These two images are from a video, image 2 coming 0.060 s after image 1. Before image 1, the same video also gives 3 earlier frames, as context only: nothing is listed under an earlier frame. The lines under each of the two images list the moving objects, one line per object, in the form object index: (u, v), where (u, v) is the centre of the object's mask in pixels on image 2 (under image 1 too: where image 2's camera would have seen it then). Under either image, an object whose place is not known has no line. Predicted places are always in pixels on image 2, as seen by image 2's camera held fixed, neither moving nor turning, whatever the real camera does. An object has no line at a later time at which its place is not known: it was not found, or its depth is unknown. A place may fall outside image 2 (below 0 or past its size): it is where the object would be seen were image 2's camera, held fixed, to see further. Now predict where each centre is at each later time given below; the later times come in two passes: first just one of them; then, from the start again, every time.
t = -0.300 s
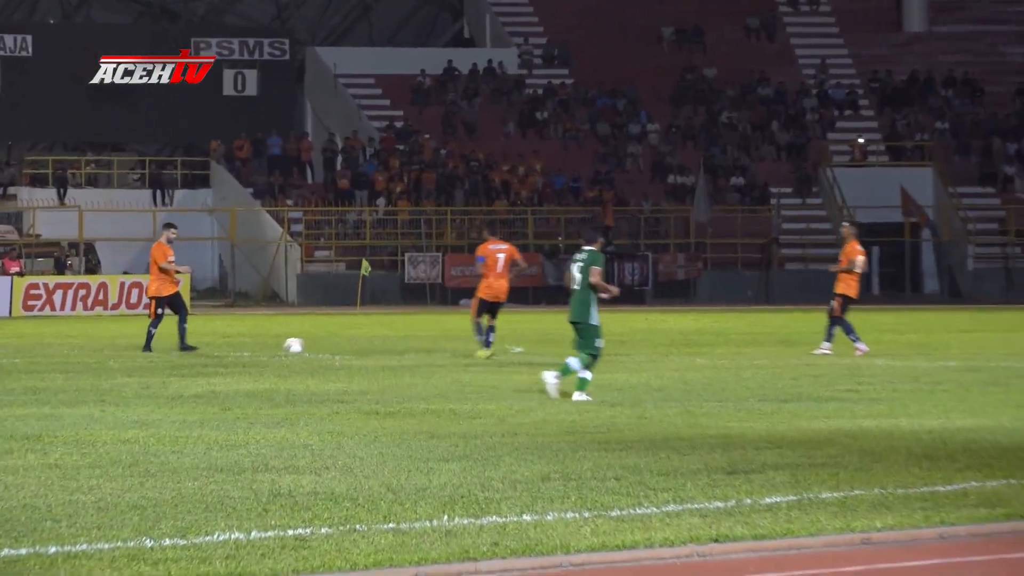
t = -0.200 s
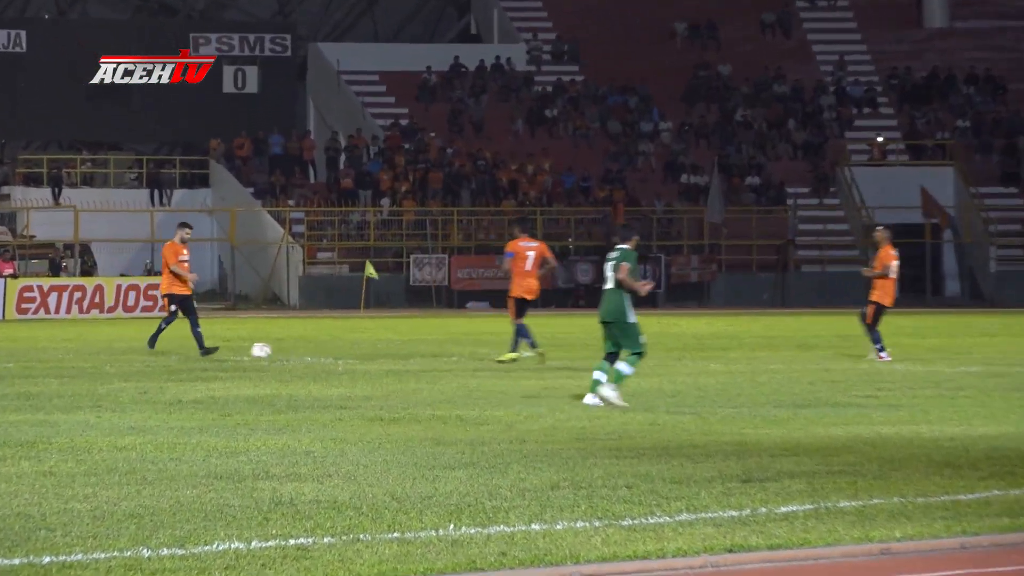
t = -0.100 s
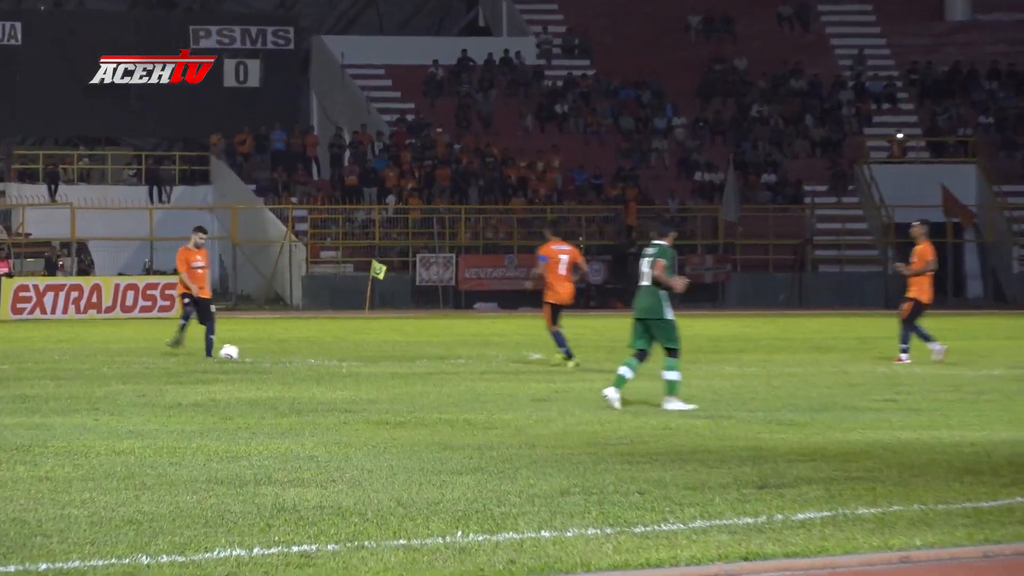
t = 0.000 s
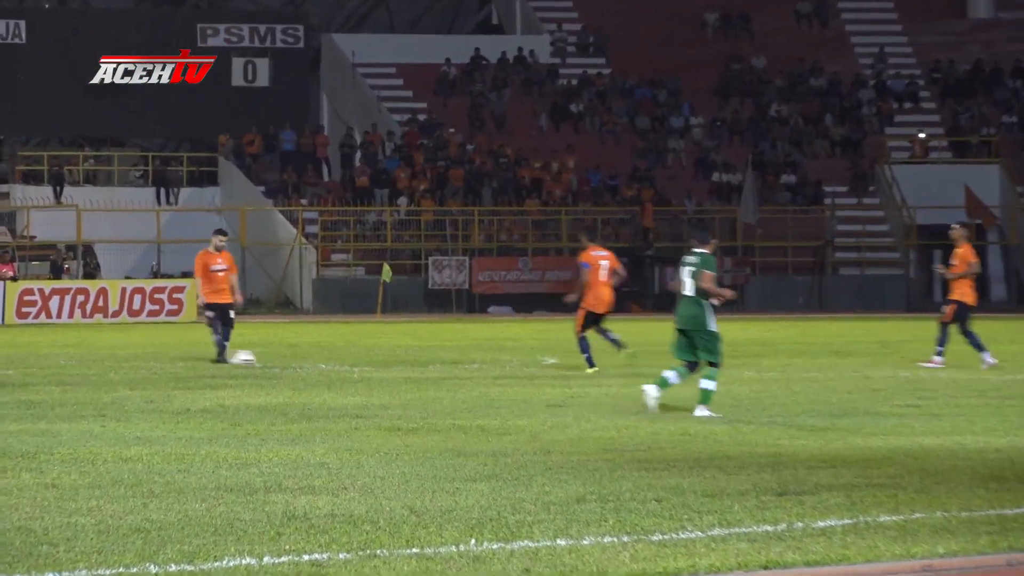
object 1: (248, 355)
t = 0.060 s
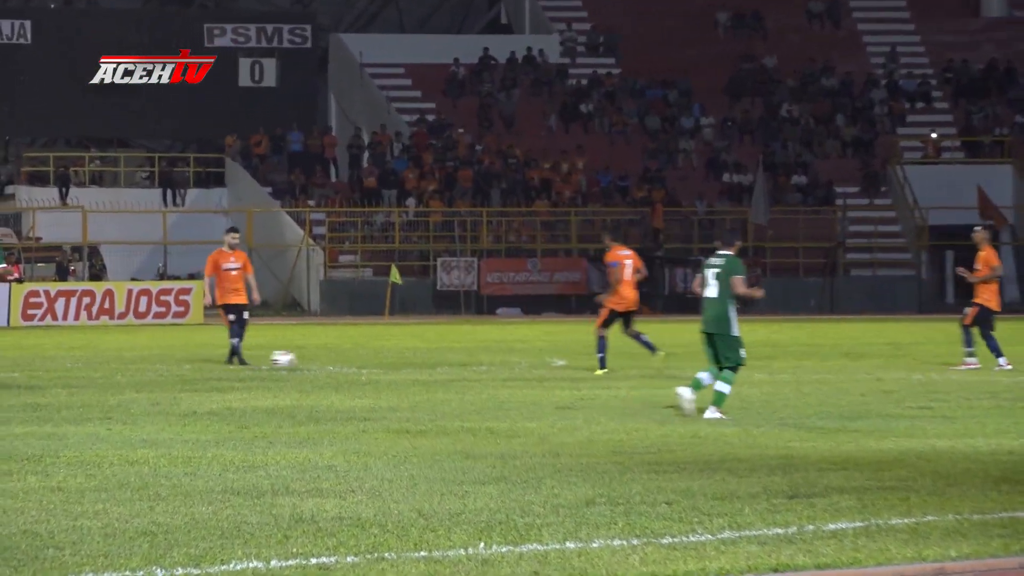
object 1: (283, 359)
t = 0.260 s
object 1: (391, 368)
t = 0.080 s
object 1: (294, 359)
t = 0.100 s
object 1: (305, 361)
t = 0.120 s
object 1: (316, 362)
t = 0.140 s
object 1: (330, 362)
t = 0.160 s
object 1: (340, 364)
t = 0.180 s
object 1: (351, 366)
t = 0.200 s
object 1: (360, 367)
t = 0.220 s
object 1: (372, 368)
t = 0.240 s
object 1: (382, 368)
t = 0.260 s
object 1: (391, 368)
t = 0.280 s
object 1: (399, 369)
